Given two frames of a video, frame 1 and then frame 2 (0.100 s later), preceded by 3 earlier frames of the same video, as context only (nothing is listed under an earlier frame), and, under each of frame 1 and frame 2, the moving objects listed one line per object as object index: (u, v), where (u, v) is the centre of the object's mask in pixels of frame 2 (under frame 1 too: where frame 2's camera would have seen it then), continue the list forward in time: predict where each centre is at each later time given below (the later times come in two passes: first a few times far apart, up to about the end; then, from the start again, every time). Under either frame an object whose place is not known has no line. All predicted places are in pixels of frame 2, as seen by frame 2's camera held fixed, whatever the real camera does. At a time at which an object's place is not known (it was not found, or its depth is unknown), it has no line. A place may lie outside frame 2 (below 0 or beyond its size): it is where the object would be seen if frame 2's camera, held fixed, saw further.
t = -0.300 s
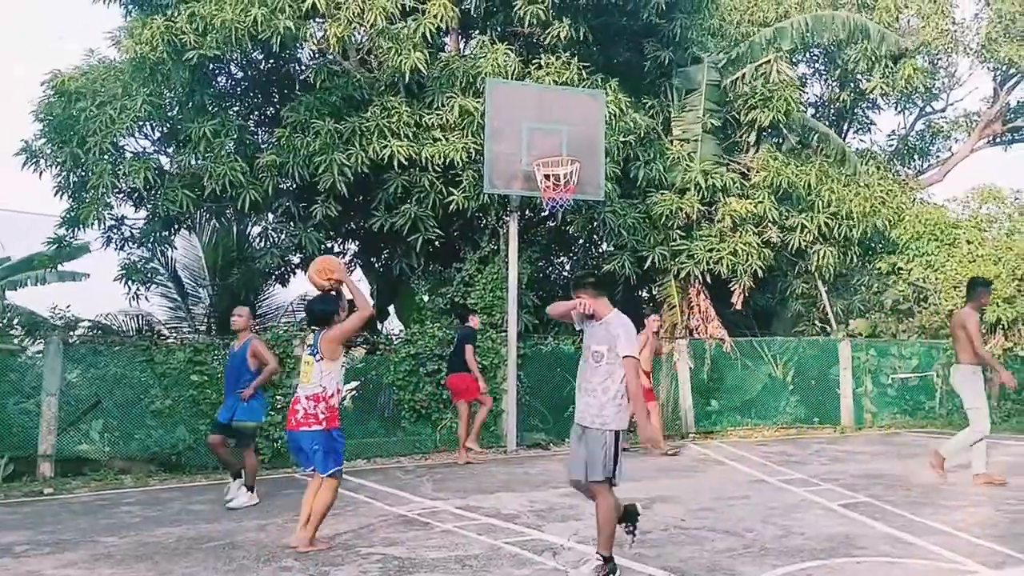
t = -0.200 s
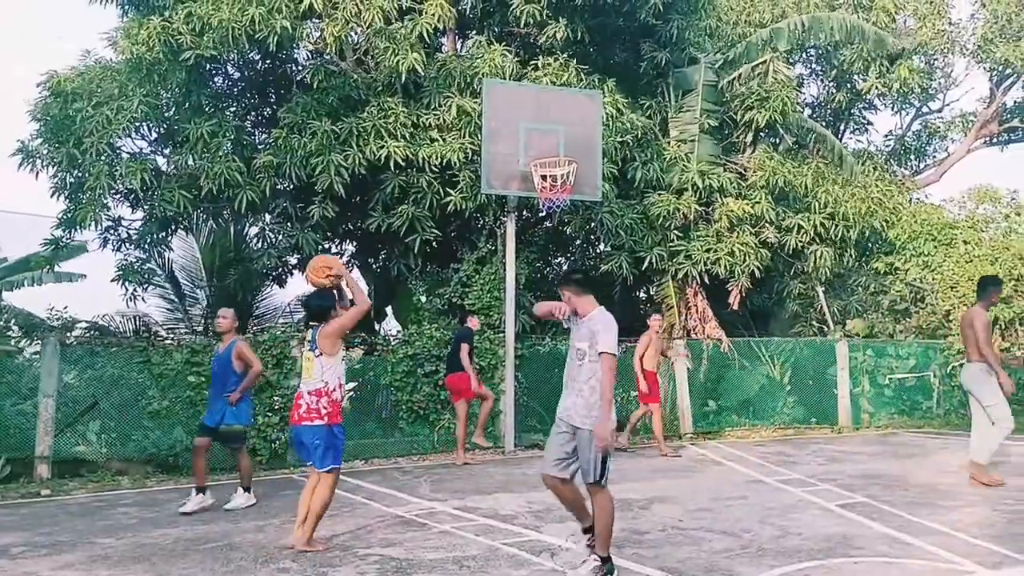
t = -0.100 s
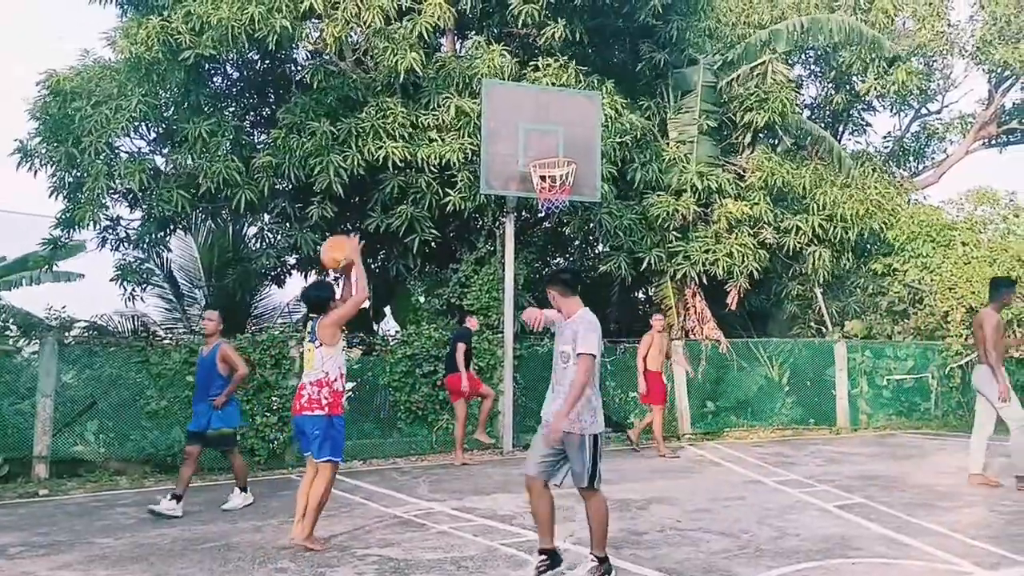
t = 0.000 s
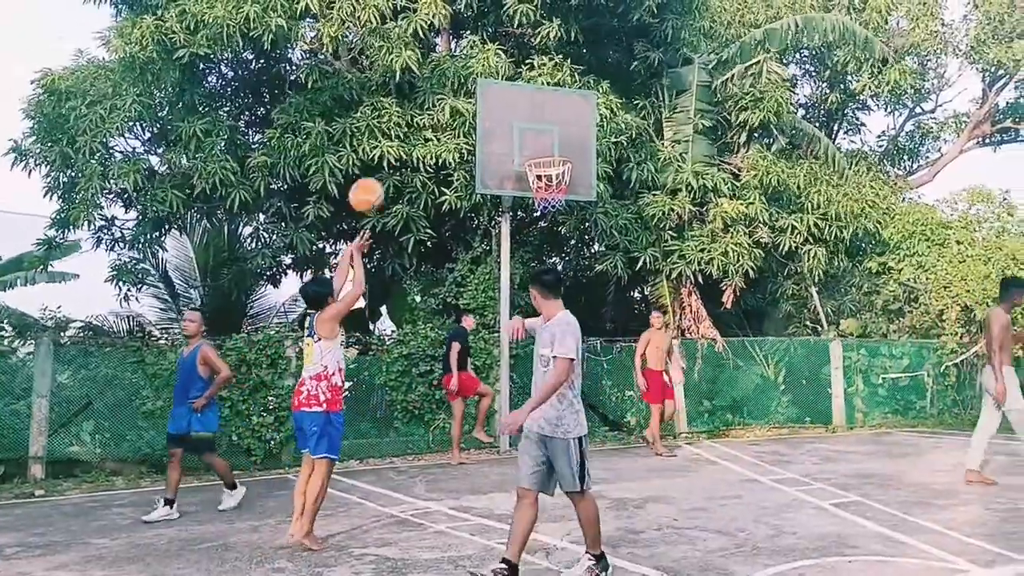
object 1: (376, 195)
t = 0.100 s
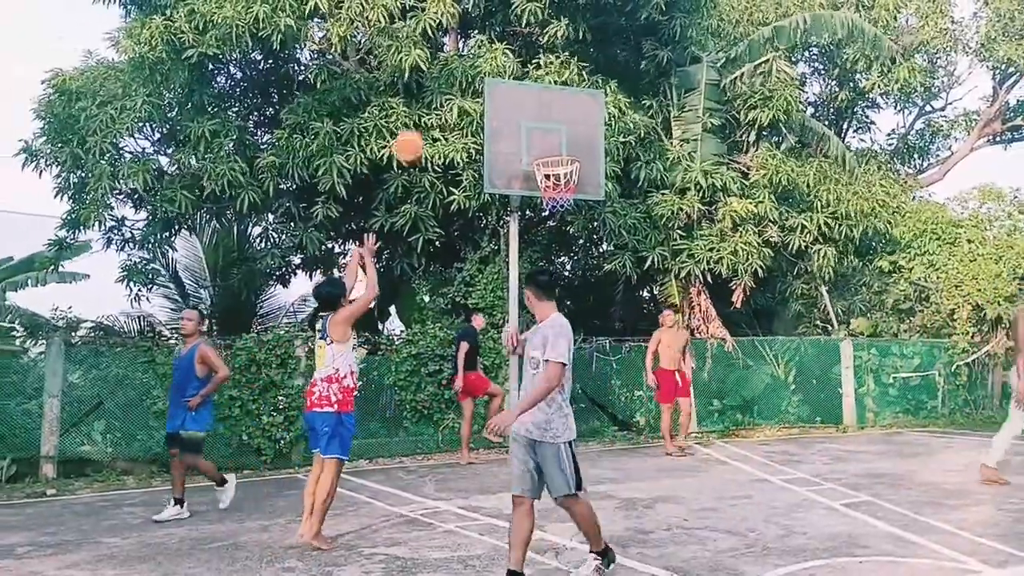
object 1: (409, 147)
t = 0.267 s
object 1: (458, 104)
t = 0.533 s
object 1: (519, 108)
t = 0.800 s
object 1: (555, 136)
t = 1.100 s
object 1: (563, 149)
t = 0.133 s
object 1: (420, 136)
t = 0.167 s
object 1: (430, 125)
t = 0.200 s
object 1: (440, 117)
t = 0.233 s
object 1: (449, 110)
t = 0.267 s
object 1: (458, 104)
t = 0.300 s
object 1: (465, 100)
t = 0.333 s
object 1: (473, 97)
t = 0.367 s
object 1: (482, 97)
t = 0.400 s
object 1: (489, 97)
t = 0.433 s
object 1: (497, 97)
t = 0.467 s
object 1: (506, 100)
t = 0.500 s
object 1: (512, 103)
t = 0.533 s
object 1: (519, 108)
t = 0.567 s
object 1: (525, 113)
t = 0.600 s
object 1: (532, 120)
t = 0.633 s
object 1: (537, 128)
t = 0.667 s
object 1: (544, 137)
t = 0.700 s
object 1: (550, 146)
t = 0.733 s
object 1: (552, 145)
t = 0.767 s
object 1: (552, 140)
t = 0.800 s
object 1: (555, 136)
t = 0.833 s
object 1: (556, 134)
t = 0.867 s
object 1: (556, 132)
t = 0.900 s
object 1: (558, 131)
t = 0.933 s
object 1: (559, 131)
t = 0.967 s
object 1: (560, 133)
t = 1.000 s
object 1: (560, 136)
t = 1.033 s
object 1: (562, 139)
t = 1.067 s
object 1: (563, 143)
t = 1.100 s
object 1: (563, 149)
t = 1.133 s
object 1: (566, 158)
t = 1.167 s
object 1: (566, 164)
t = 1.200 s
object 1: (569, 173)
